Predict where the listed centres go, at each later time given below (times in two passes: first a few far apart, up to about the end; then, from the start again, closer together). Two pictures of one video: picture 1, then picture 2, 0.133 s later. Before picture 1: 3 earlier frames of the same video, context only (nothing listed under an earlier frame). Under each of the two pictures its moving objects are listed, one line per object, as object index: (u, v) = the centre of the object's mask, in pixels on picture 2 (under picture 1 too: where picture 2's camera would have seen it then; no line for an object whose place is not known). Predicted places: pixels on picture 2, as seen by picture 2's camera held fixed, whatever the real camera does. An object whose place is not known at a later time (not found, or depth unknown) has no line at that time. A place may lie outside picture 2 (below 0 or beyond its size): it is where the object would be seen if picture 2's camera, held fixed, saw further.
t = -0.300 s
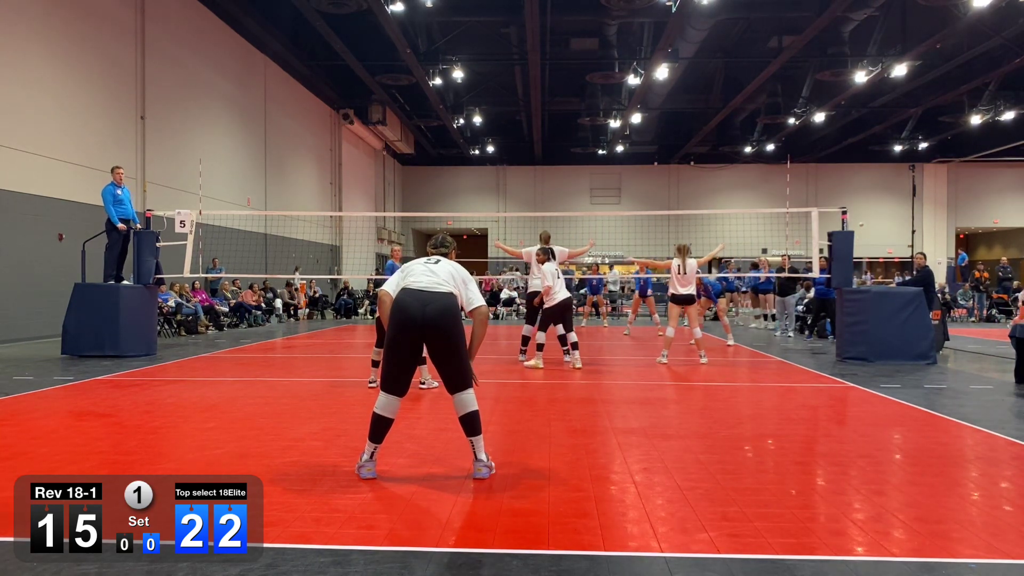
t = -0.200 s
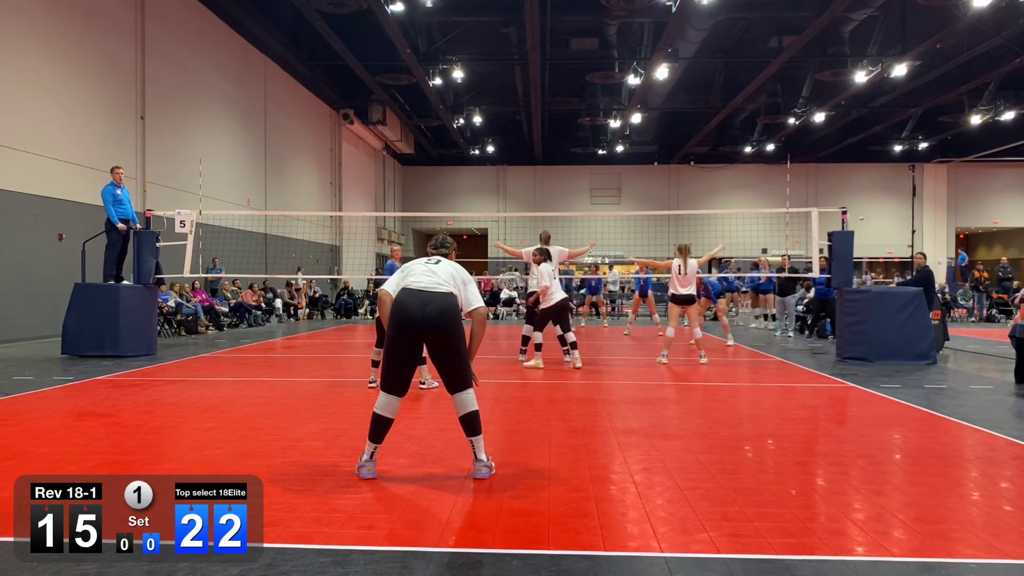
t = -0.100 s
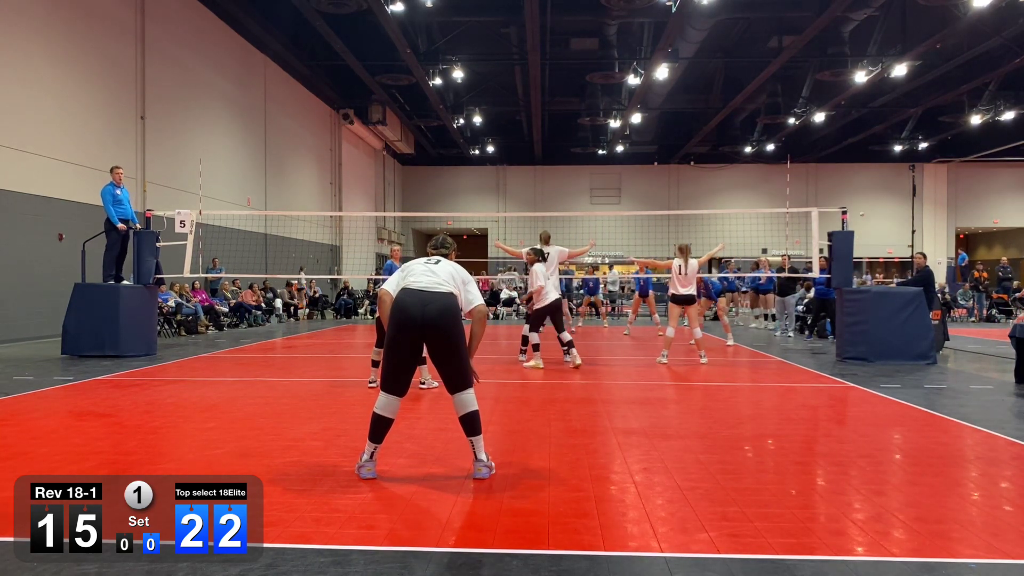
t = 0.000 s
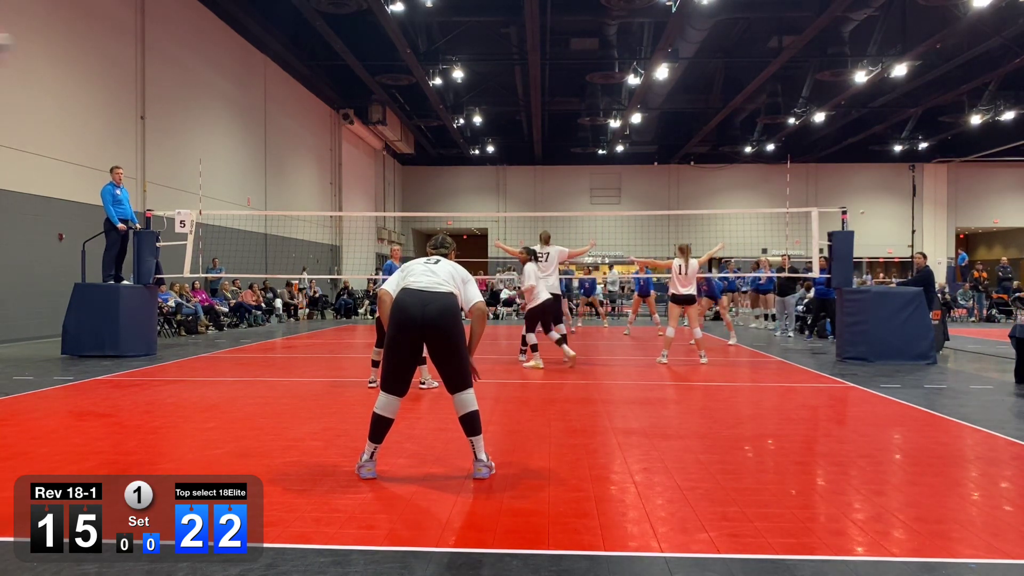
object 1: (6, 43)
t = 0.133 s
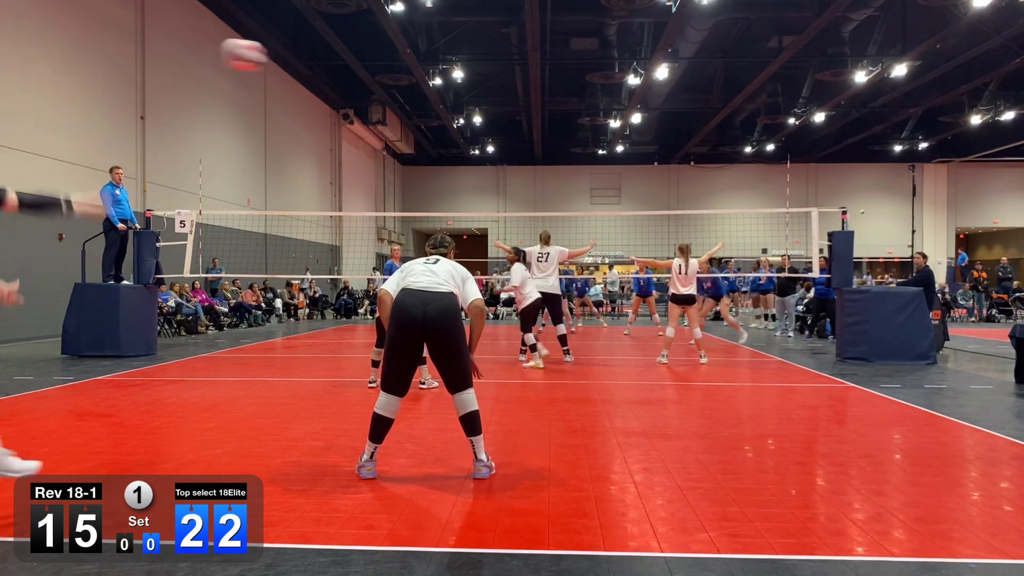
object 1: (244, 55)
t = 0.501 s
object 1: (486, 127)
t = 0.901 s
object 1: (559, 219)
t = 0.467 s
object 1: (475, 119)
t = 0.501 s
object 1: (486, 127)
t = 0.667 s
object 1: (524, 163)
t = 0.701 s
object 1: (530, 171)
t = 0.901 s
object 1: (559, 219)
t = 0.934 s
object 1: (563, 226)
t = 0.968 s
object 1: (567, 233)
